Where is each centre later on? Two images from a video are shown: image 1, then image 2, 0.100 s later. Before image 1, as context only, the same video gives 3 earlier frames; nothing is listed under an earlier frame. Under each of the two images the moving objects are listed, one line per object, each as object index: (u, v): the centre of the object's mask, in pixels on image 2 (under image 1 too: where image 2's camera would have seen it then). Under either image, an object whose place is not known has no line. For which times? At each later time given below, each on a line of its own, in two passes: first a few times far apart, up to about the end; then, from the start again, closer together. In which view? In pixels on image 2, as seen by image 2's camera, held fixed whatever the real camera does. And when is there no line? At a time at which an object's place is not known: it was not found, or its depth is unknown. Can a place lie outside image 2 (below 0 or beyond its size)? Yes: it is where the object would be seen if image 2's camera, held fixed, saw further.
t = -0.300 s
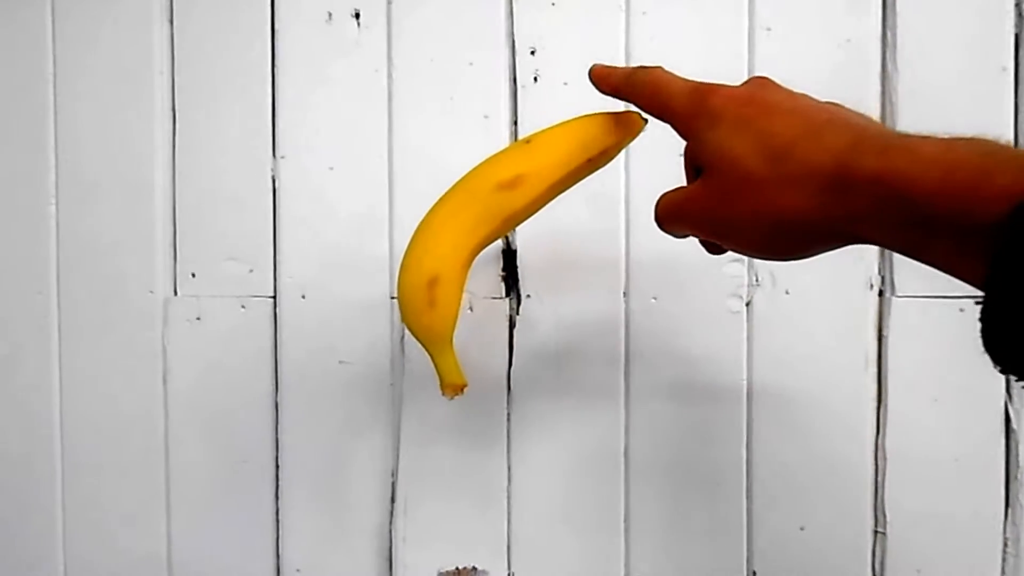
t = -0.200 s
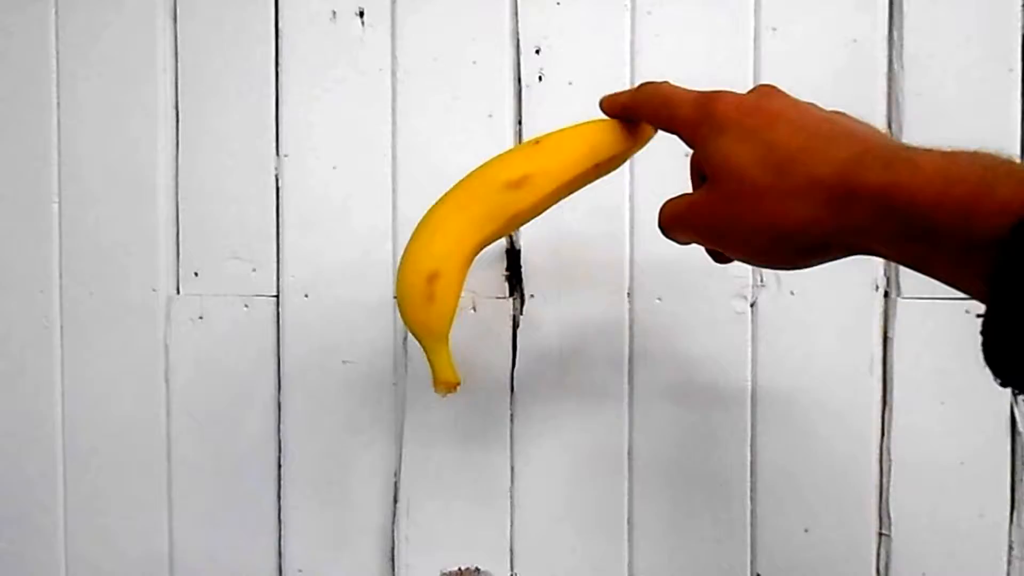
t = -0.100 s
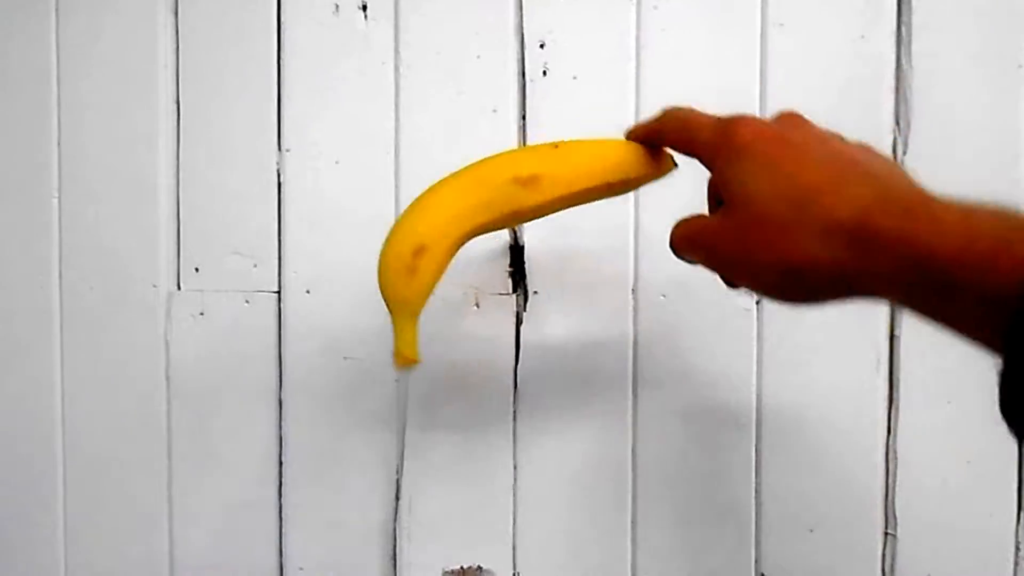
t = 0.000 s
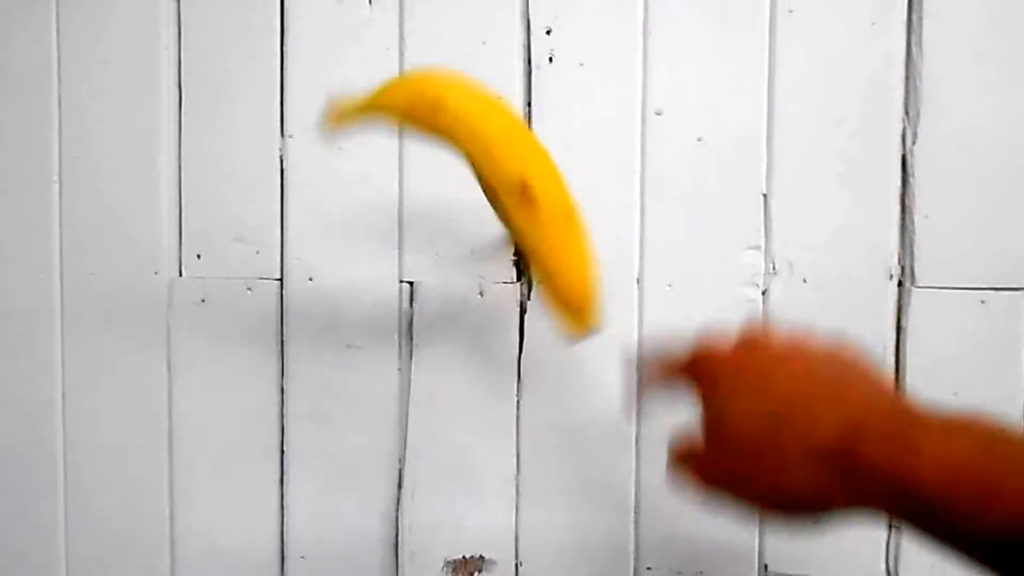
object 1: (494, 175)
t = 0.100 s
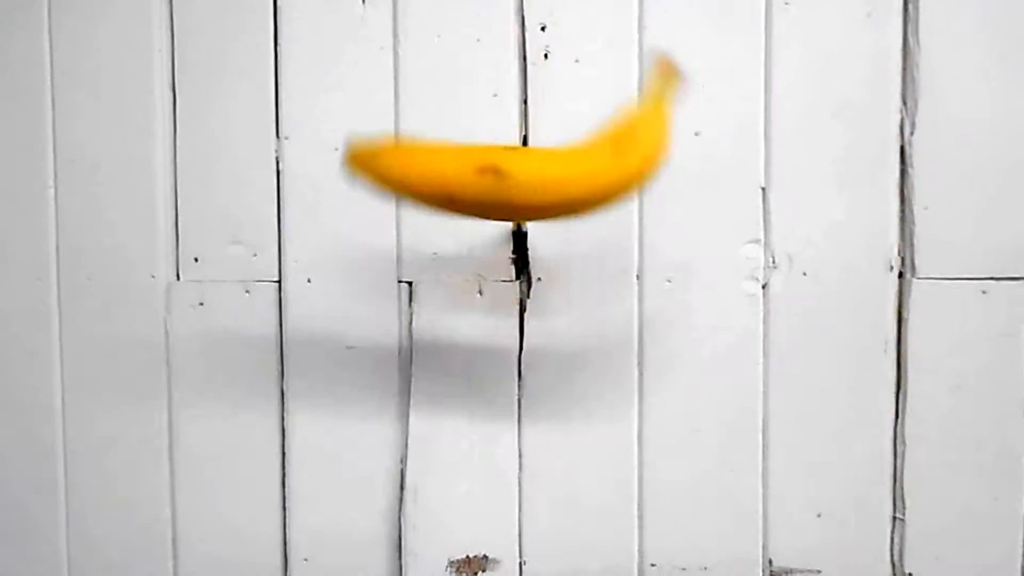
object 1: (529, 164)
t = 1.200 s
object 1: (535, 180)
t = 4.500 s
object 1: (510, 203)
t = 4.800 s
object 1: (510, 203)
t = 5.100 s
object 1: (509, 203)
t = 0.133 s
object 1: (538, 179)
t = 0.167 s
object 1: (531, 198)
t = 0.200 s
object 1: (515, 200)
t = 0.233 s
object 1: (502, 195)
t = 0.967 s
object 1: (498, 186)
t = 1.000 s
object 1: (498, 179)
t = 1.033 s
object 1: (499, 173)
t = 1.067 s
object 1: (506, 168)
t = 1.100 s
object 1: (514, 163)
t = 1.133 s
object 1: (523, 164)
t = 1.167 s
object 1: (531, 170)
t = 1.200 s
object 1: (535, 180)
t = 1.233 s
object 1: (532, 191)
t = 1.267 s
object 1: (524, 200)
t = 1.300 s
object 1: (514, 204)
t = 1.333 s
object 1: (503, 201)
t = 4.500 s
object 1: (510, 203)
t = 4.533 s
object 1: (510, 203)
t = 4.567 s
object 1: (510, 203)
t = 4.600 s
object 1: (510, 203)
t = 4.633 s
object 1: (510, 203)
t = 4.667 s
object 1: (510, 203)
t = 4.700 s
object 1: (510, 203)
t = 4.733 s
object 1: (510, 203)
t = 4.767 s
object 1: (510, 203)
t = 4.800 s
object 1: (510, 203)
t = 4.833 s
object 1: (510, 203)
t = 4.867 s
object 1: (510, 203)
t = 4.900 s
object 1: (509, 202)
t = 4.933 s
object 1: (509, 203)
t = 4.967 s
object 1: (509, 203)
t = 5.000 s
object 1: (509, 203)
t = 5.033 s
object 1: (509, 203)
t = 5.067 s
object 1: (509, 203)
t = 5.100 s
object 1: (509, 203)
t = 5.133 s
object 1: (509, 202)
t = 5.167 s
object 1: (509, 202)
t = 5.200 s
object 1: (509, 202)
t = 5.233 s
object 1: (509, 202)
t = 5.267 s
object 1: (509, 202)
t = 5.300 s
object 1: (509, 202)
